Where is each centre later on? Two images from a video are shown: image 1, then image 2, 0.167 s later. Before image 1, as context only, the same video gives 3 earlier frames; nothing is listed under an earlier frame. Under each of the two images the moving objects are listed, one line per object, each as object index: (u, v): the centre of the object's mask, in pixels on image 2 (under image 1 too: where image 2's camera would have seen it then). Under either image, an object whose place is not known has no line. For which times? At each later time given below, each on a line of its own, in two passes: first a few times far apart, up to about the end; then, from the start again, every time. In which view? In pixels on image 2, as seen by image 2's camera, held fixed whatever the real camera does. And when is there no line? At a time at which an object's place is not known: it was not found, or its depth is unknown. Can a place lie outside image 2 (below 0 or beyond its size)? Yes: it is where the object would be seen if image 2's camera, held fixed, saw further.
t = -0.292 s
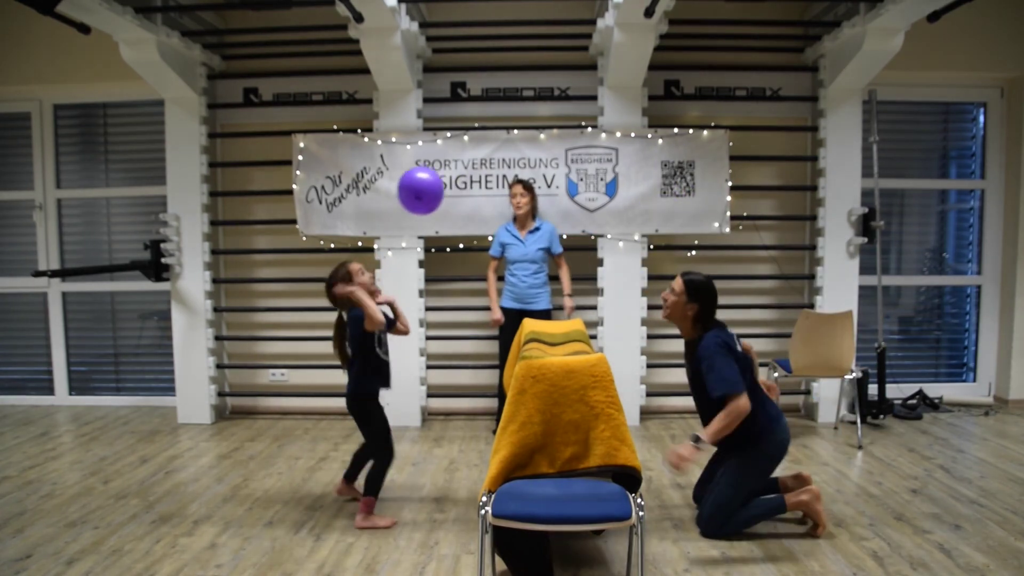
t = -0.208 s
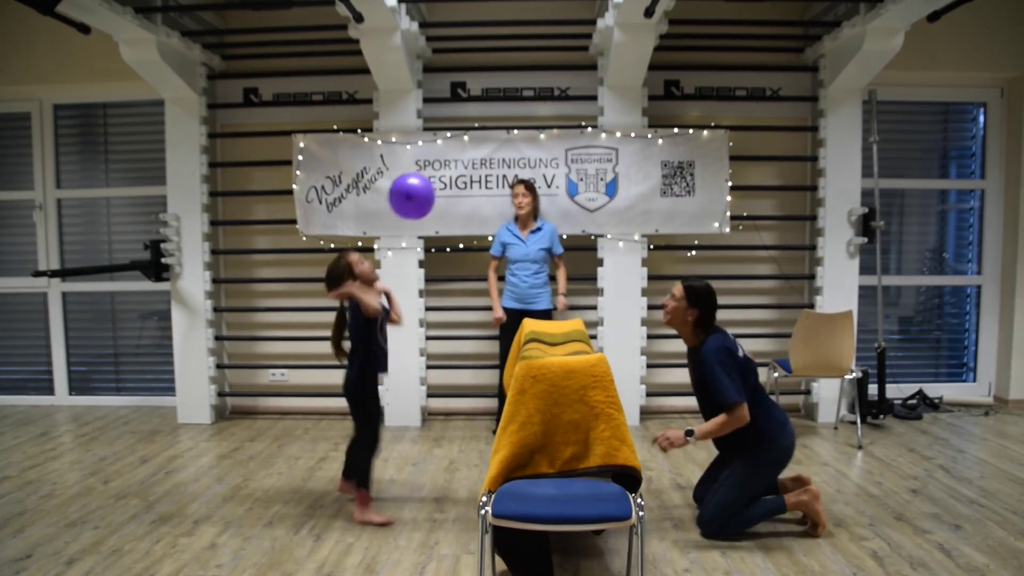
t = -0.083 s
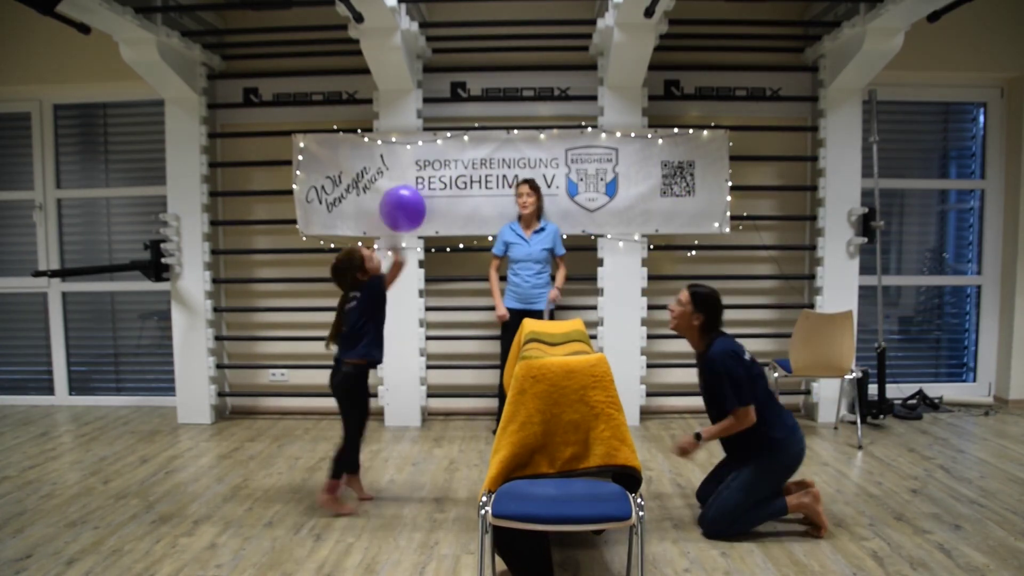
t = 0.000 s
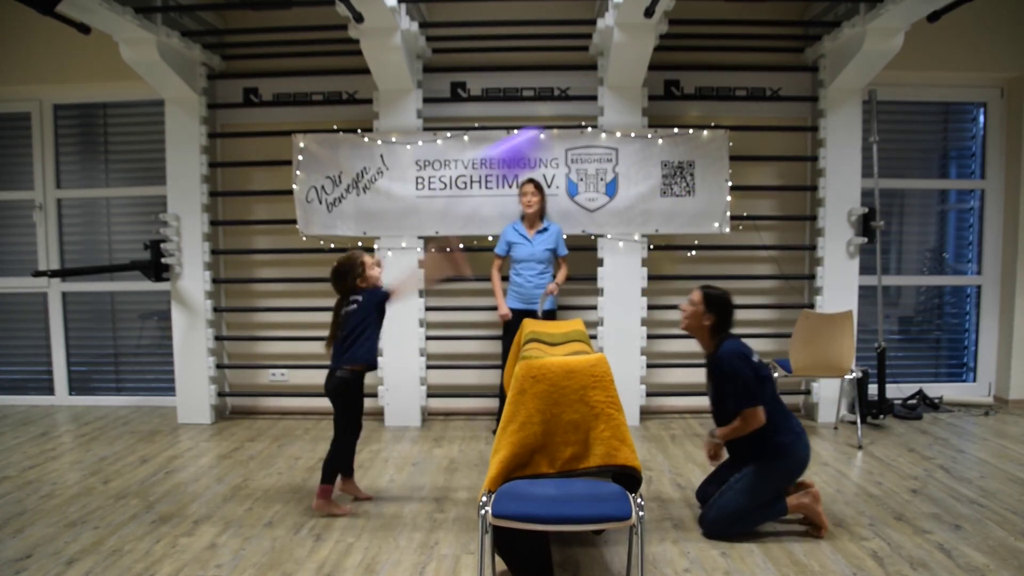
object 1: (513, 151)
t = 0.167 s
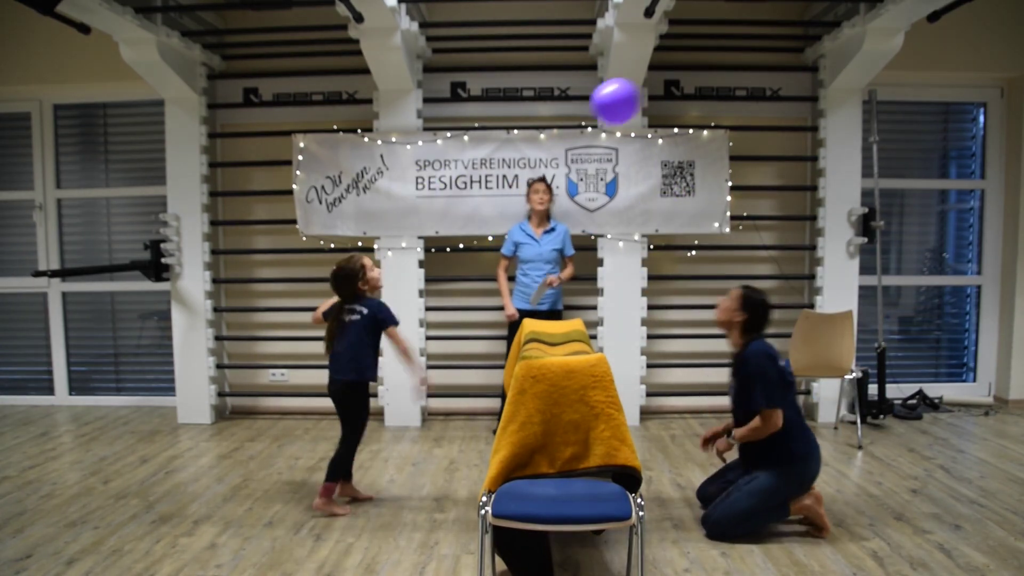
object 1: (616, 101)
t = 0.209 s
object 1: (627, 96)
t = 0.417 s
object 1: (665, 81)
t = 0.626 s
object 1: (693, 76)
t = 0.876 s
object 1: (721, 85)
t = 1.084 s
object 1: (738, 100)
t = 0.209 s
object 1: (627, 96)
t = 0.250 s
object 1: (635, 91)
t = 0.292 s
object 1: (643, 88)
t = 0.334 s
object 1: (651, 85)
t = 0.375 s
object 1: (658, 83)
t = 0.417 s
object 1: (665, 81)
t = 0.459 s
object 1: (671, 80)
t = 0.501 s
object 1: (677, 79)
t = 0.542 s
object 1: (682, 78)
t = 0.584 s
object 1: (688, 77)
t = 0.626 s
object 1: (693, 76)
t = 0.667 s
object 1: (698, 77)
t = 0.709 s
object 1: (703, 77)
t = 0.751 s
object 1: (708, 78)
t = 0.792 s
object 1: (712, 80)
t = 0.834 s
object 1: (716, 82)
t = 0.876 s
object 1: (721, 85)
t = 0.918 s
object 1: (725, 87)
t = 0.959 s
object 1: (728, 90)
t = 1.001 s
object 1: (732, 93)
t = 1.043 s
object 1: (735, 96)
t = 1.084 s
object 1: (738, 100)
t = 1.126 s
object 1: (741, 105)
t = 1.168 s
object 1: (744, 109)
